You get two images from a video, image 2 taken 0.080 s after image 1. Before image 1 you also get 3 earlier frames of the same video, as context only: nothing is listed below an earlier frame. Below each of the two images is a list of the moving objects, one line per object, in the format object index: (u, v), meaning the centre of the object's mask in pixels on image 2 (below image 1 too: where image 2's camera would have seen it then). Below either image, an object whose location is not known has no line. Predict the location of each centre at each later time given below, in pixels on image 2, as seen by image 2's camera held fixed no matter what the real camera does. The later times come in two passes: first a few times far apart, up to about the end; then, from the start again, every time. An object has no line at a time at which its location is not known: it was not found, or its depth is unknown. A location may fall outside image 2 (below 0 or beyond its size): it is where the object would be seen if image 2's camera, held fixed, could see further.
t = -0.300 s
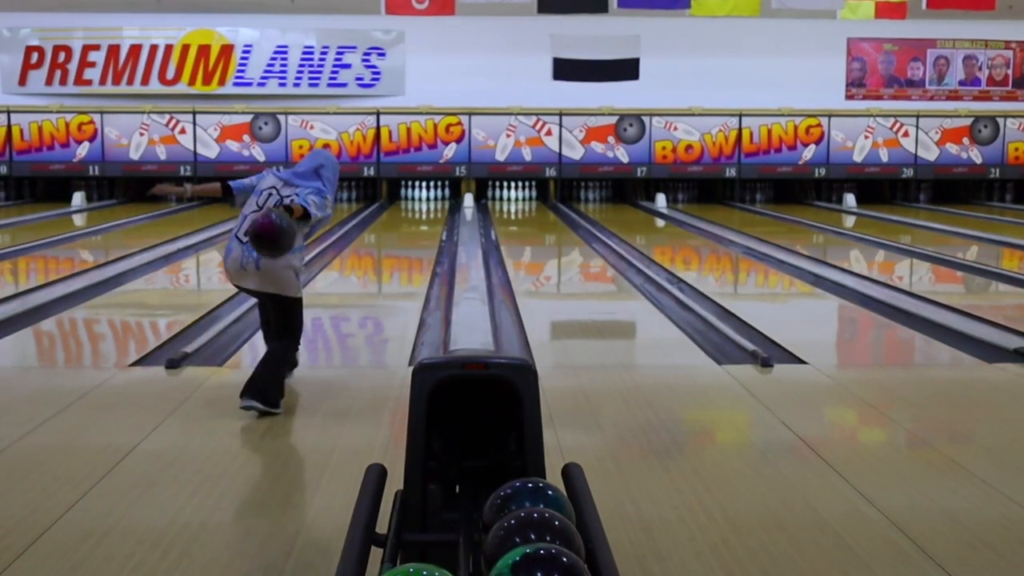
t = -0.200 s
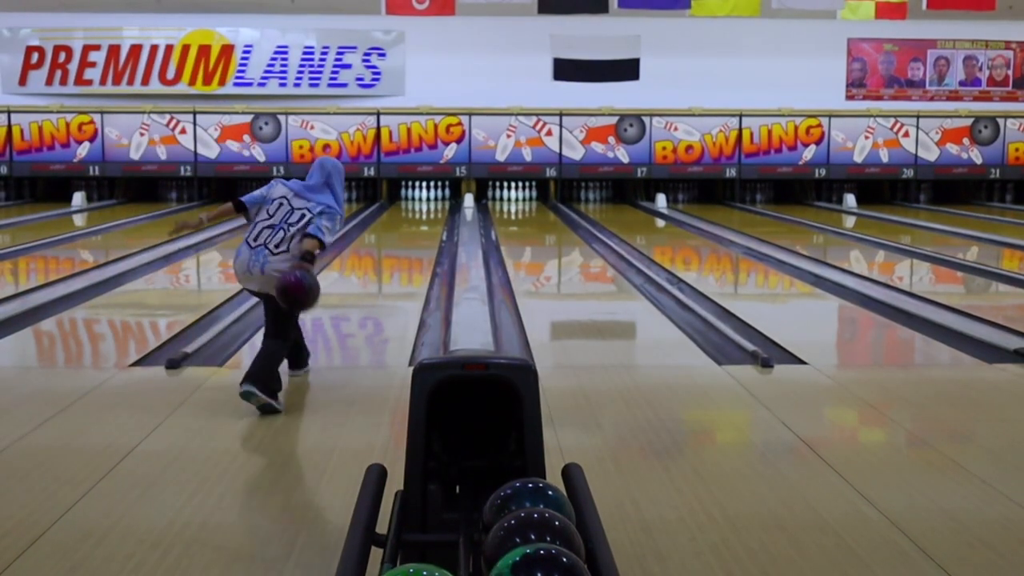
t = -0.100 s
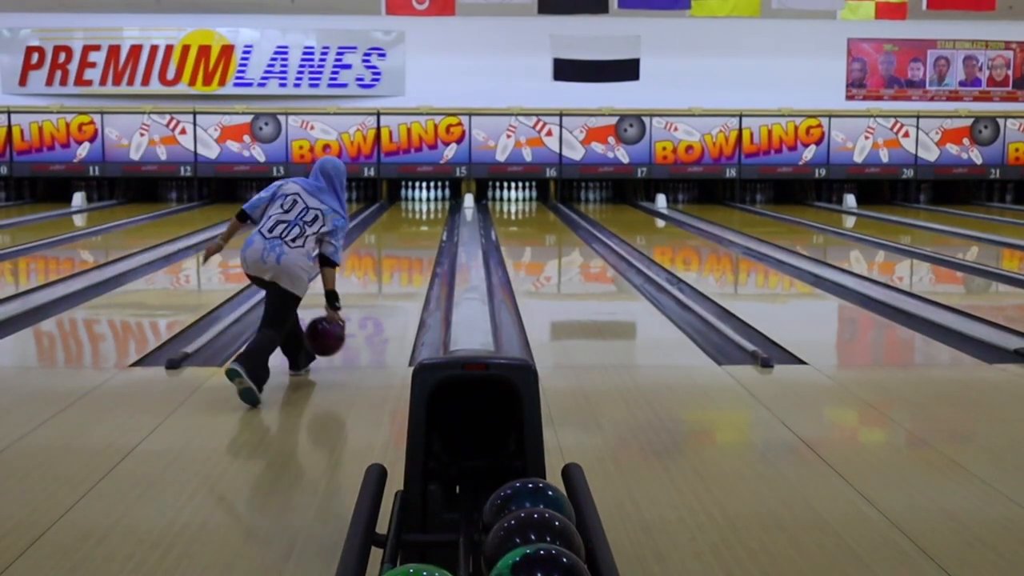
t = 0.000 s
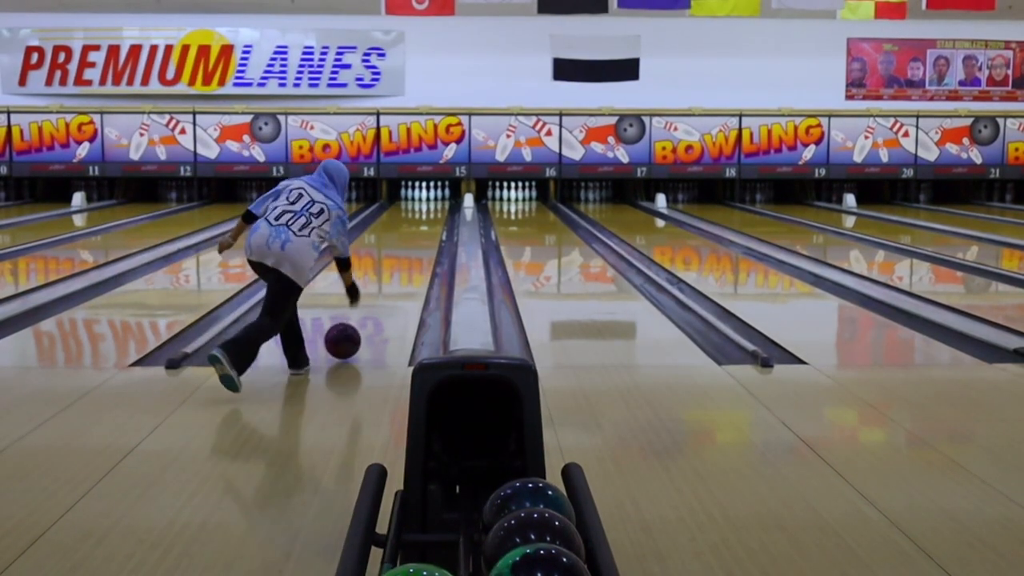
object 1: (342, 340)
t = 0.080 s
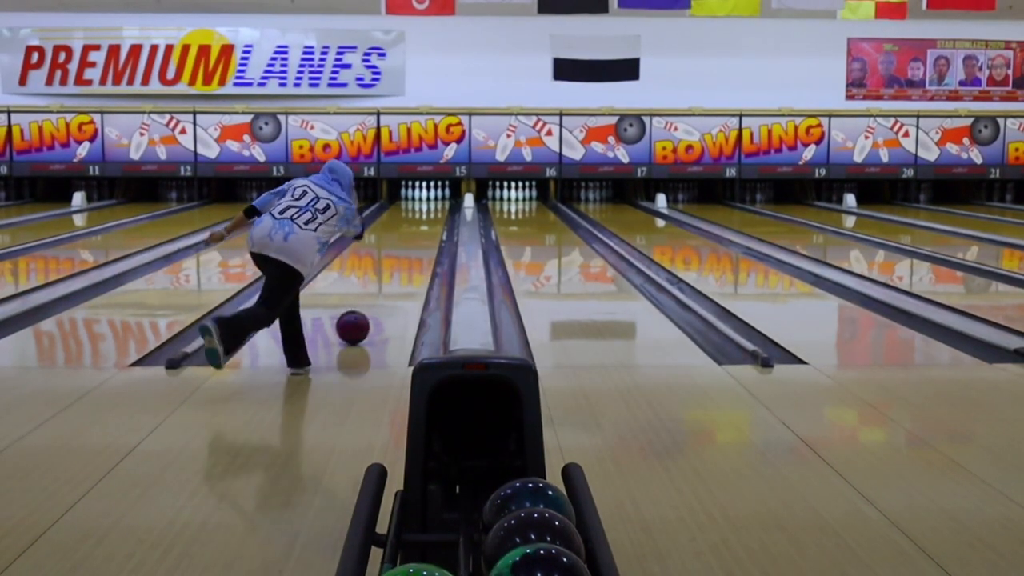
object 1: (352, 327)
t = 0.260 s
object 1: (370, 300)
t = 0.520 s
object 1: (388, 272)
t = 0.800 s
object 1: (402, 251)
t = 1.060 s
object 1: (411, 237)
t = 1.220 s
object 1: (415, 230)
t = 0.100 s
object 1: (355, 323)
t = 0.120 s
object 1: (357, 320)
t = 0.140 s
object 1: (359, 317)
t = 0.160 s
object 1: (361, 314)
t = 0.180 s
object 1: (363, 311)
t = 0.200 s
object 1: (365, 308)
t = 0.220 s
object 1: (367, 305)
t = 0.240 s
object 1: (369, 302)
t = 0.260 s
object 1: (370, 300)
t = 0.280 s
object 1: (372, 297)
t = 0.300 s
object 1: (374, 295)
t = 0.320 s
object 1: (375, 293)
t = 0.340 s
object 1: (377, 290)
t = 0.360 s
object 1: (378, 288)
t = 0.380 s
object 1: (380, 285)
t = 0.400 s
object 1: (381, 283)
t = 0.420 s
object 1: (382, 281)
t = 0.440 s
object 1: (384, 279)
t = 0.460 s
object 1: (385, 277)
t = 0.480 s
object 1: (386, 275)
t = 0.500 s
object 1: (388, 274)
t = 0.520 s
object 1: (388, 272)
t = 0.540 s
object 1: (389, 270)
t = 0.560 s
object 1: (391, 268)
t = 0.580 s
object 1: (392, 267)
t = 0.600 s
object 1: (393, 265)
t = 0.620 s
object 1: (394, 263)
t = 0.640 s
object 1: (395, 262)
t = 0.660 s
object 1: (396, 261)
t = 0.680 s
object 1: (397, 259)
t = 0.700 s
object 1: (398, 258)
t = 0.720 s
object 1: (399, 256)
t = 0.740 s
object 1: (399, 255)
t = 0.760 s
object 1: (400, 254)
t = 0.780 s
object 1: (401, 252)
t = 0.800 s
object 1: (402, 251)
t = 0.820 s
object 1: (403, 250)
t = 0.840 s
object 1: (403, 249)
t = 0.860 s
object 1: (404, 247)
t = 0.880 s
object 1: (405, 246)
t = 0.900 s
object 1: (406, 245)
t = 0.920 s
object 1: (406, 244)
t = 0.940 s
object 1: (407, 243)
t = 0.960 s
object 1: (407, 242)
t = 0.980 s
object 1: (408, 241)
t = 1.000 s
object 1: (409, 240)
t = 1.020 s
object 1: (410, 239)
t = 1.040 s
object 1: (410, 238)
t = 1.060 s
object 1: (411, 237)
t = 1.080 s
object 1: (411, 236)
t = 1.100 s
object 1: (412, 235)
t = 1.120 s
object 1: (412, 234)
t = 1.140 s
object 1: (413, 233)
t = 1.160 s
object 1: (413, 232)
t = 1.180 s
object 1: (414, 231)
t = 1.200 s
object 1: (414, 230)
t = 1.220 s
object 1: (415, 230)
